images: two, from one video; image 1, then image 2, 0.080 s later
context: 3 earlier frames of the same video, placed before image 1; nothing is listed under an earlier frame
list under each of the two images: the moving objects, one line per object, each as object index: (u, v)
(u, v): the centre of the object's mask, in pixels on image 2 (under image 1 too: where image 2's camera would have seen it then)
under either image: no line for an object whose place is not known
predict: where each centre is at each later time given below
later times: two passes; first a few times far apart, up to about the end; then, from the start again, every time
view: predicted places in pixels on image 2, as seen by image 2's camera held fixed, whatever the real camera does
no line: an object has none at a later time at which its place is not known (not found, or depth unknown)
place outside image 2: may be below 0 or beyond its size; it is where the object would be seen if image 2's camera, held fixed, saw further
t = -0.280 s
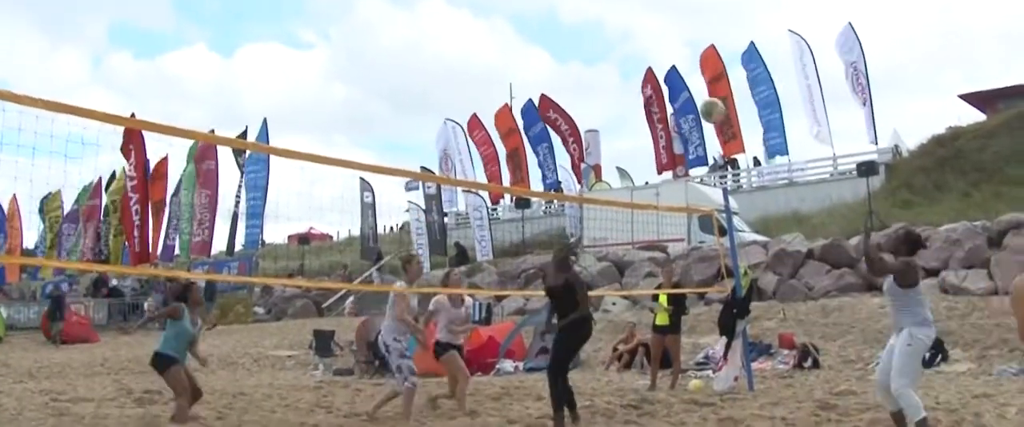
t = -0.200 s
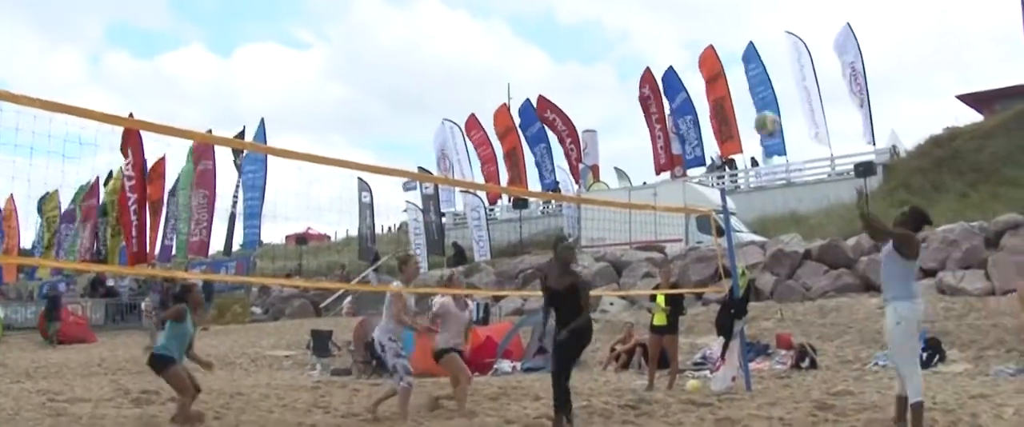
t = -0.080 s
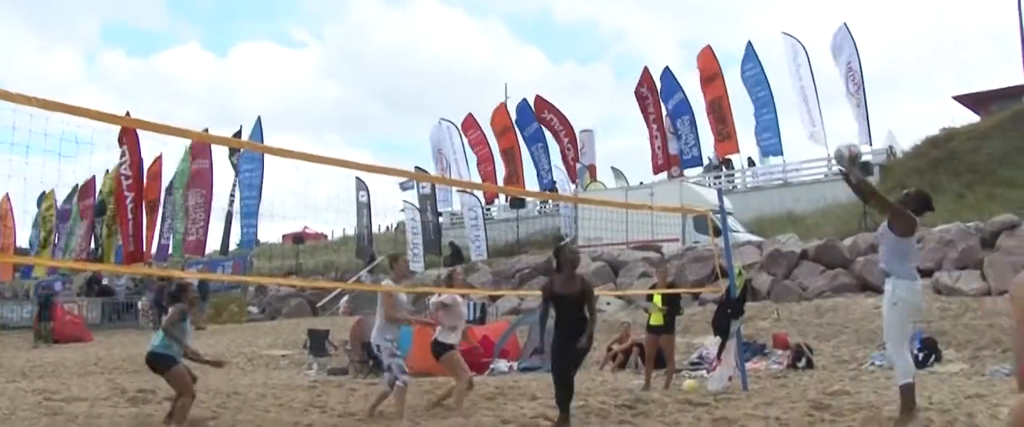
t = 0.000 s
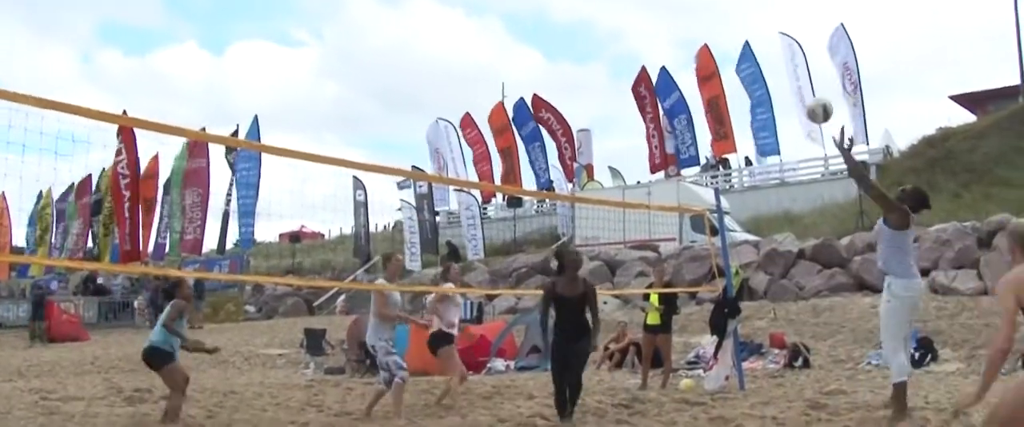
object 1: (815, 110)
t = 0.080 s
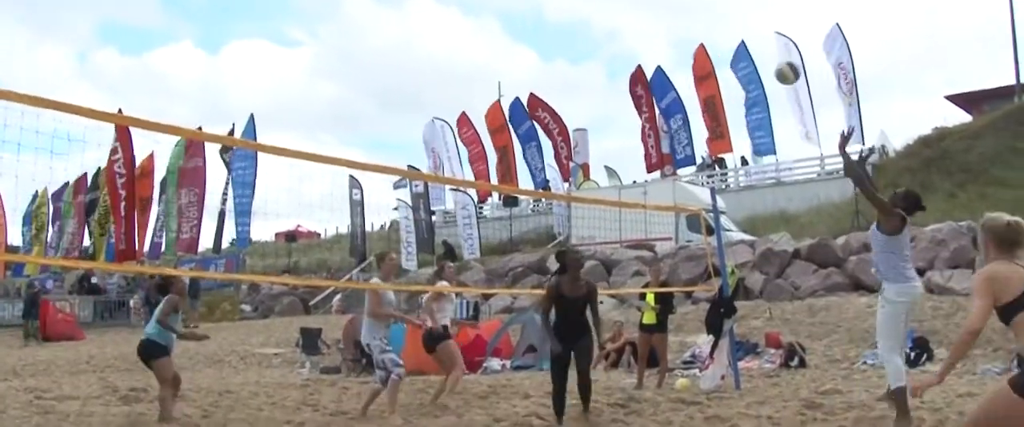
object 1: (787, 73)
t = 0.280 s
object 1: (722, 13)
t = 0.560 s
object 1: (640, 11)
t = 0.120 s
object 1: (773, 57)
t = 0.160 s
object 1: (761, 43)
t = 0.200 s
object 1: (748, 31)
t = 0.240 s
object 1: (735, 20)
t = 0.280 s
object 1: (722, 13)
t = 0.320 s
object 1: (710, 9)
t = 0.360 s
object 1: (698, 8)
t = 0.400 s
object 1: (686, 6)
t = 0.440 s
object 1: (674, 6)
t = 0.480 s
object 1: (662, 6)
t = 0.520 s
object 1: (651, 8)
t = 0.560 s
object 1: (640, 11)
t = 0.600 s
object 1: (629, 18)
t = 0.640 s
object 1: (617, 26)
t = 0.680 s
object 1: (607, 36)
